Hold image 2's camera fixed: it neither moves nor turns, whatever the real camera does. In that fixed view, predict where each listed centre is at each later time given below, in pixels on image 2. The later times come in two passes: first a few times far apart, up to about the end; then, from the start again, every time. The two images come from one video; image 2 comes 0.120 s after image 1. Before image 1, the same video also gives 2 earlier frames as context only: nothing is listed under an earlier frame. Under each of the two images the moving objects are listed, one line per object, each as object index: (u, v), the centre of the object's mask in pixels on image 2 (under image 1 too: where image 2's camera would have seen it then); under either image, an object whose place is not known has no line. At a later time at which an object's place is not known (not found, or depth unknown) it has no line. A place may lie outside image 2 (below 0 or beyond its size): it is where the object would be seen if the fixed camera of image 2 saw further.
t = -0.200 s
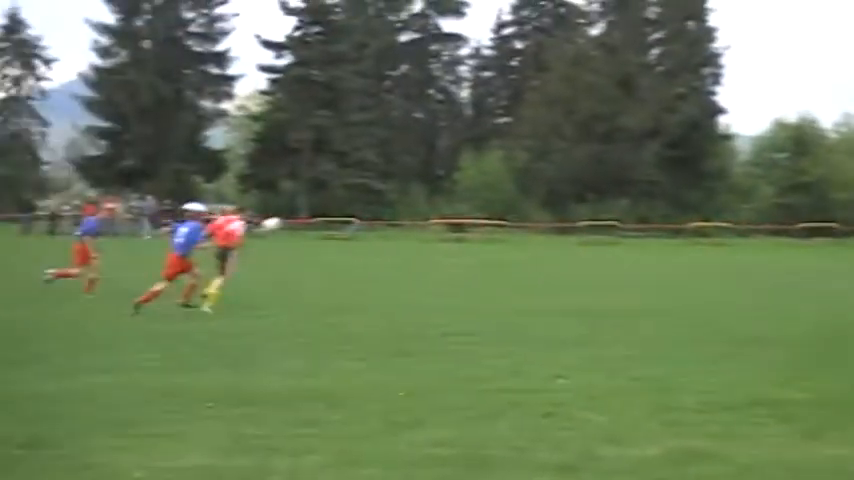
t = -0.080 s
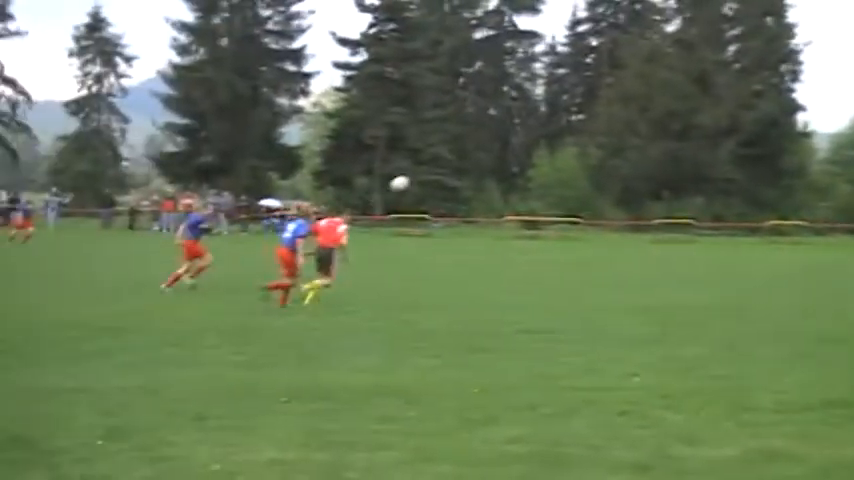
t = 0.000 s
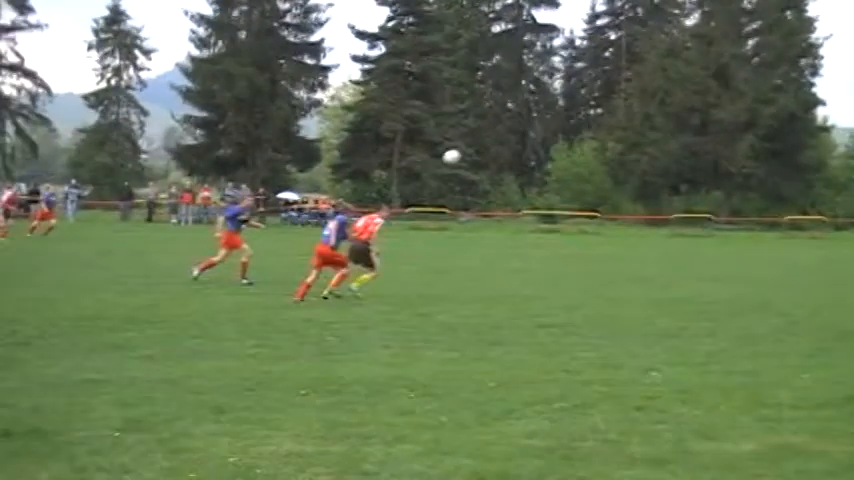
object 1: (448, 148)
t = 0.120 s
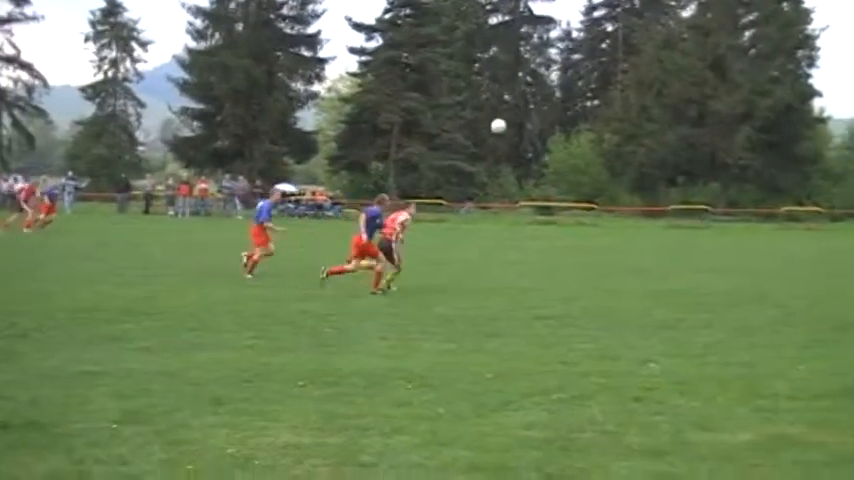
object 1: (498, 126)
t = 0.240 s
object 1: (546, 111)
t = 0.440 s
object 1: (632, 106)
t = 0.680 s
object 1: (719, 130)
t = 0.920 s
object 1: (804, 187)
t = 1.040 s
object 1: (846, 227)
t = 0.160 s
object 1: (514, 120)
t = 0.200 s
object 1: (530, 115)
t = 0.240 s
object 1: (546, 111)
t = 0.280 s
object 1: (561, 108)
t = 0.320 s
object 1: (576, 106)
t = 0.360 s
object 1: (591, 105)
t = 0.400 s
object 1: (607, 105)
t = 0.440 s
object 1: (632, 106)
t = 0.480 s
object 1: (645, 107)
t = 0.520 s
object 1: (661, 110)
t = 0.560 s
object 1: (676, 114)
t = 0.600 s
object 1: (690, 118)
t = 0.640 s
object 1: (705, 123)
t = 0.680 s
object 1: (719, 130)
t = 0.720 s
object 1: (734, 137)
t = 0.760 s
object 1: (748, 145)
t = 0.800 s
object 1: (762, 154)
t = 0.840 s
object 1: (776, 164)
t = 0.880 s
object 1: (790, 175)
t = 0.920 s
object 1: (804, 187)
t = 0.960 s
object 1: (818, 199)
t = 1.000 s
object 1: (832, 212)
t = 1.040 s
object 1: (846, 227)
